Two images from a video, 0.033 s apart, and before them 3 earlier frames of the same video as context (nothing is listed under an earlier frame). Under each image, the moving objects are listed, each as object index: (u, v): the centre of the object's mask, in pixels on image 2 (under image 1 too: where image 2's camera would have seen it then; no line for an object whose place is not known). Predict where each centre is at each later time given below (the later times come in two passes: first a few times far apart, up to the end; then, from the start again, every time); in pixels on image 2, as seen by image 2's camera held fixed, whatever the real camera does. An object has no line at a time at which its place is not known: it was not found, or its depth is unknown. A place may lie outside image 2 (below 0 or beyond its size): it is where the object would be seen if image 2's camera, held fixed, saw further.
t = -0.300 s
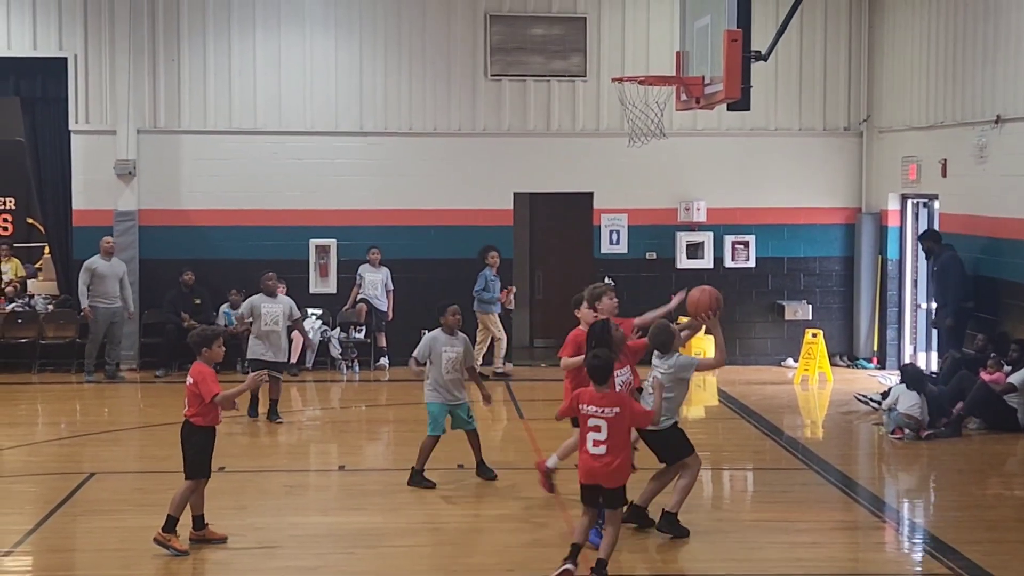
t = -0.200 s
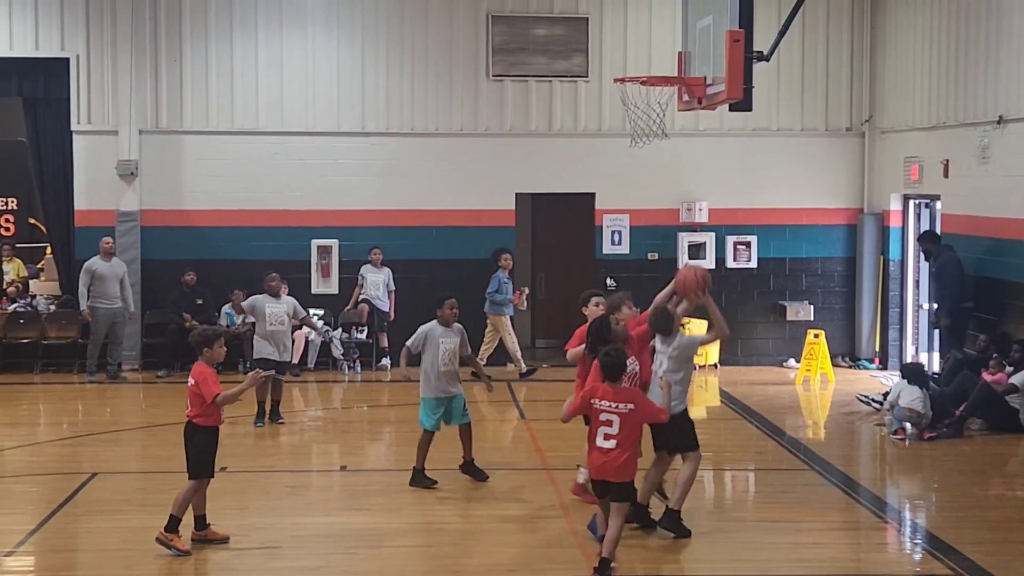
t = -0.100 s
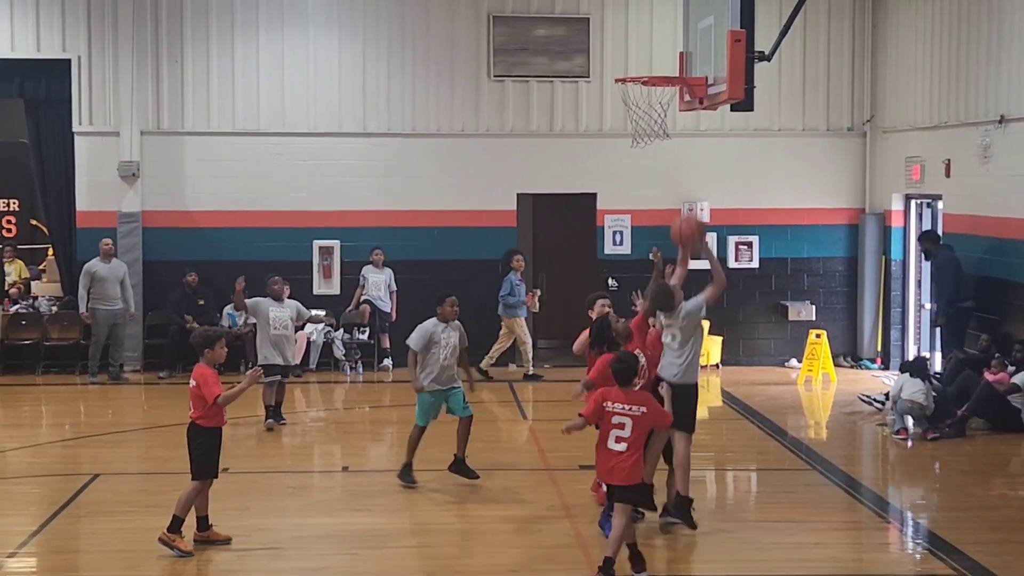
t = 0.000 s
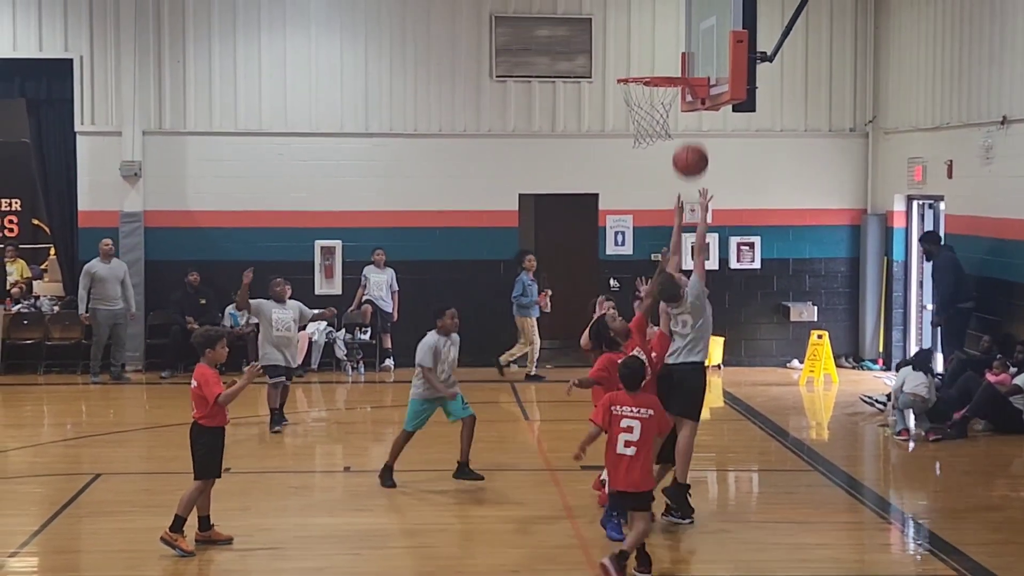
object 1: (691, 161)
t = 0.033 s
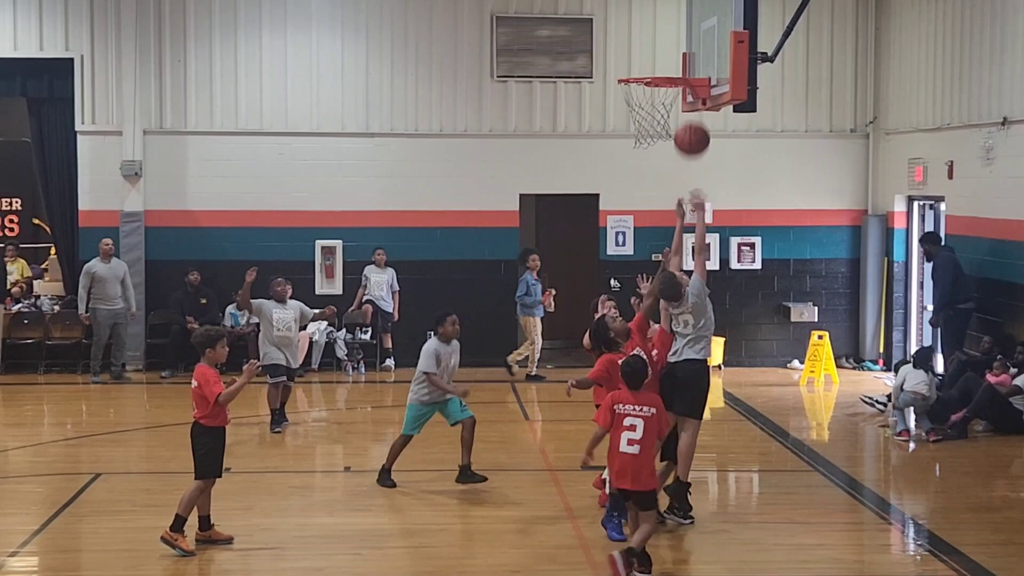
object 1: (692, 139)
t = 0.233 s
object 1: (695, 47)
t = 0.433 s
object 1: (691, 22)
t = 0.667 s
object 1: (676, 60)
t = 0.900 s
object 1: (640, 47)
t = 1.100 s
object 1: (622, 56)
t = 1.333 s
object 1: (615, 62)
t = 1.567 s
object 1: (599, 78)
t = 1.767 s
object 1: (582, 145)
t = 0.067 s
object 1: (692, 119)
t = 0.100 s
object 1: (693, 101)
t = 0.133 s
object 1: (694, 85)
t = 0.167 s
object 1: (694, 70)
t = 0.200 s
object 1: (695, 58)
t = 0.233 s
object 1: (695, 47)
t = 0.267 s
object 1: (696, 38)
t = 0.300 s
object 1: (696, 30)
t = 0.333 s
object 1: (697, 24)
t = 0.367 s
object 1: (695, 21)
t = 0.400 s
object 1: (693, 21)
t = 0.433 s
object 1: (691, 22)
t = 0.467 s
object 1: (689, 24)
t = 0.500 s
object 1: (687, 28)
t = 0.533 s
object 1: (685, 34)
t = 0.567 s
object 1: (683, 41)
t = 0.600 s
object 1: (681, 50)
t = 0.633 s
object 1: (679, 60)
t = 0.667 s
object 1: (676, 60)
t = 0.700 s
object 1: (671, 53)
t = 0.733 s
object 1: (665, 48)
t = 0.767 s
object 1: (660, 45)
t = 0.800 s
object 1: (655, 43)
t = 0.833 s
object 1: (650, 43)
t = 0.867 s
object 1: (645, 44)
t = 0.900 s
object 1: (640, 47)
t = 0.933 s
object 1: (634, 51)
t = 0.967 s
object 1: (629, 57)
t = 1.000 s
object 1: (624, 63)
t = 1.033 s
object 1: (624, 61)
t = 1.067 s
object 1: (623, 58)
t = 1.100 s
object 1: (622, 56)
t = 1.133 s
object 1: (621, 56)
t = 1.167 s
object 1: (620, 57)
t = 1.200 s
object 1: (619, 60)
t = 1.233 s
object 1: (618, 61)
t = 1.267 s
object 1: (617, 60)
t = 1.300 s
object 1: (616, 61)
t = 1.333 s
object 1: (615, 62)
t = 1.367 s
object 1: (614, 61)
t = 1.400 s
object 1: (612, 62)
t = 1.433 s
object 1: (610, 64)
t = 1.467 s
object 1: (608, 66)
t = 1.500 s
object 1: (605, 68)
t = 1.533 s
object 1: (602, 72)
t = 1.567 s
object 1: (599, 78)
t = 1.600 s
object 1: (596, 85)
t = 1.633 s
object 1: (593, 94)
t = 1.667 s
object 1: (591, 104)
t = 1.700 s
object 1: (588, 116)
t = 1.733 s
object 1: (585, 130)
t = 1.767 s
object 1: (582, 145)
